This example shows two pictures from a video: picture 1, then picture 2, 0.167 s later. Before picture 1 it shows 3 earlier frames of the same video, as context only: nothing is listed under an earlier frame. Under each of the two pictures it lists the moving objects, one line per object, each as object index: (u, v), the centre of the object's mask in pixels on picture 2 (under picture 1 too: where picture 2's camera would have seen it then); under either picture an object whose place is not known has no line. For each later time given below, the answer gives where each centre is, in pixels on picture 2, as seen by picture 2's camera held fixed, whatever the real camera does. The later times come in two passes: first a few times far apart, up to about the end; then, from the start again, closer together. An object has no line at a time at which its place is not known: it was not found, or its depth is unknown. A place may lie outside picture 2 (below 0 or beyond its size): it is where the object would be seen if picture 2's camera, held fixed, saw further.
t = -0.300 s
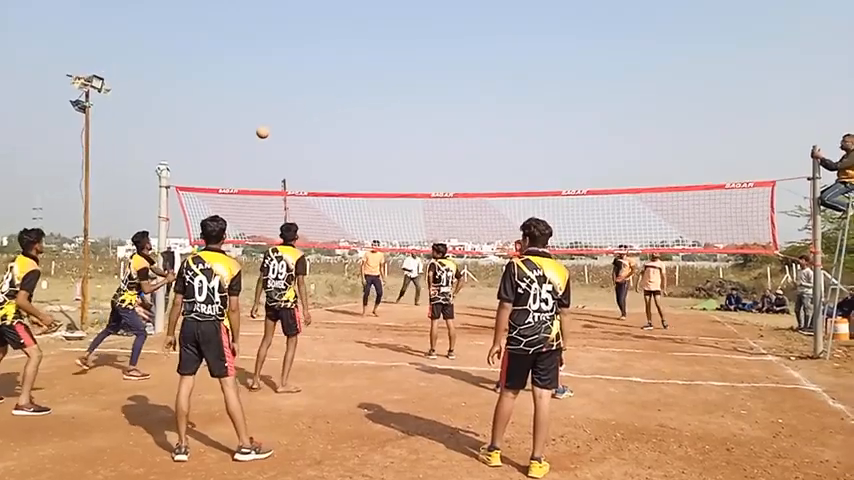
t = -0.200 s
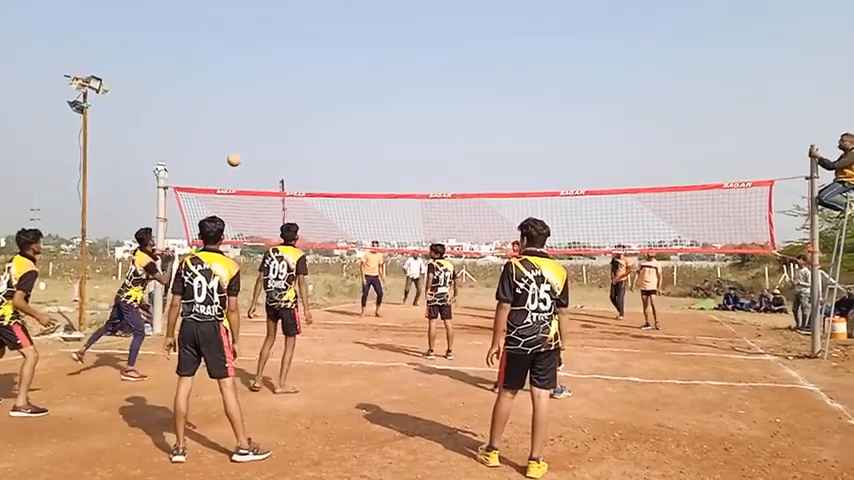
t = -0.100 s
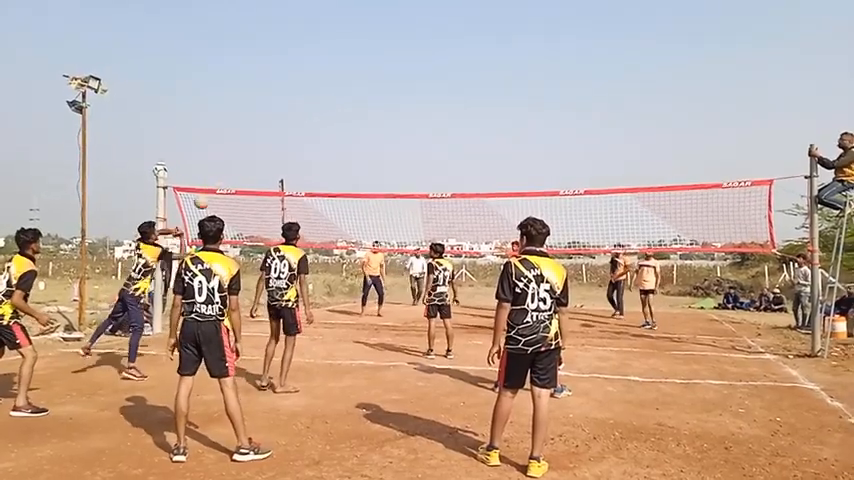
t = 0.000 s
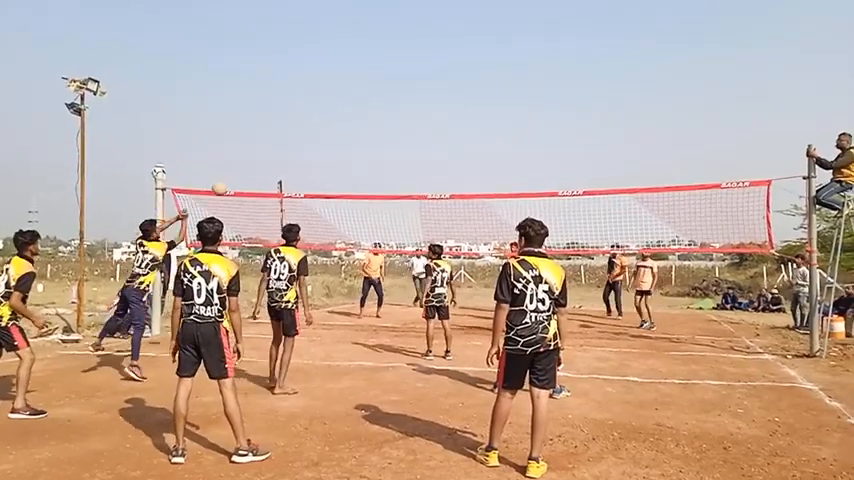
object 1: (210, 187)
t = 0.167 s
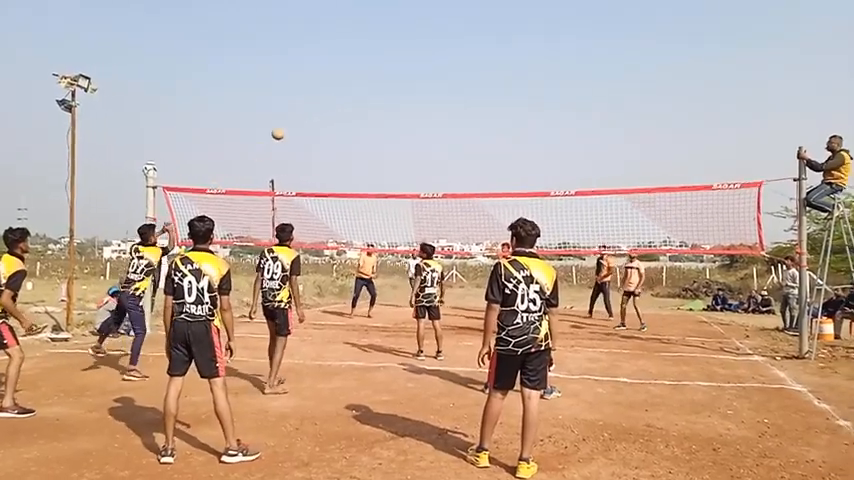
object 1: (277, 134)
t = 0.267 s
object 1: (309, 117)
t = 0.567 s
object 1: (383, 111)
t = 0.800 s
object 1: (425, 138)
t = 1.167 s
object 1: (474, 213)
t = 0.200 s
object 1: (288, 127)
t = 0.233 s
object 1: (299, 121)
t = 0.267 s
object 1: (309, 117)
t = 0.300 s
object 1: (319, 114)
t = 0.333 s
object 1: (328, 110)
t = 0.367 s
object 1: (337, 108)
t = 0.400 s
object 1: (346, 107)
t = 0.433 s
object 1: (354, 107)
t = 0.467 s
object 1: (362, 106)
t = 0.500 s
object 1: (369, 107)
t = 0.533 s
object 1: (377, 110)
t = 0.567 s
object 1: (383, 111)
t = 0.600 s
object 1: (390, 113)
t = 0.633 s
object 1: (397, 116)
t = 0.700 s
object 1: (409, 124)
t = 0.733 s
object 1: (415, 128)
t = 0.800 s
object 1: (425, 138)
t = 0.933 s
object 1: (444, 161)
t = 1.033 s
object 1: (458, 181)
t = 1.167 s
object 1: (474, 213)
